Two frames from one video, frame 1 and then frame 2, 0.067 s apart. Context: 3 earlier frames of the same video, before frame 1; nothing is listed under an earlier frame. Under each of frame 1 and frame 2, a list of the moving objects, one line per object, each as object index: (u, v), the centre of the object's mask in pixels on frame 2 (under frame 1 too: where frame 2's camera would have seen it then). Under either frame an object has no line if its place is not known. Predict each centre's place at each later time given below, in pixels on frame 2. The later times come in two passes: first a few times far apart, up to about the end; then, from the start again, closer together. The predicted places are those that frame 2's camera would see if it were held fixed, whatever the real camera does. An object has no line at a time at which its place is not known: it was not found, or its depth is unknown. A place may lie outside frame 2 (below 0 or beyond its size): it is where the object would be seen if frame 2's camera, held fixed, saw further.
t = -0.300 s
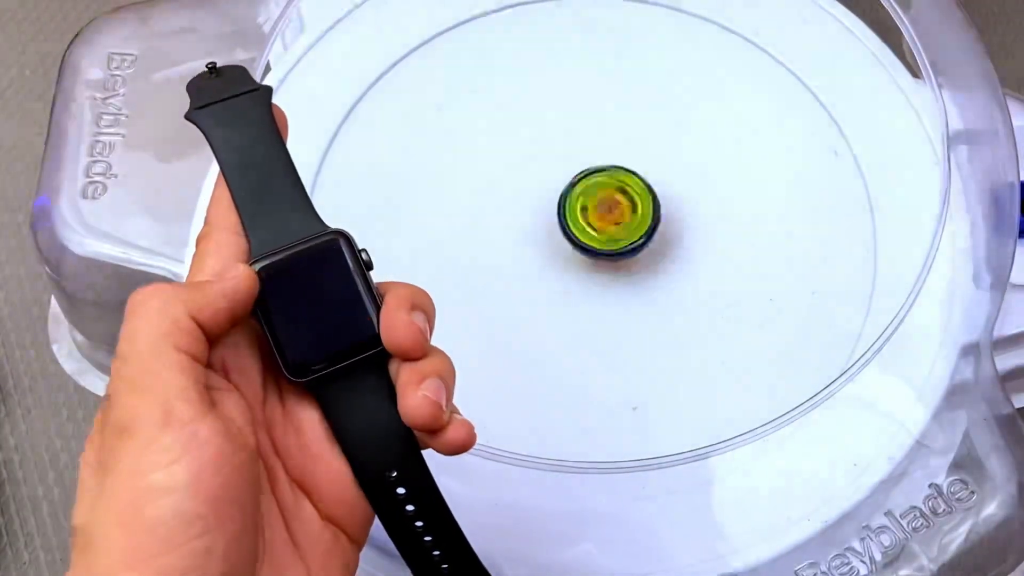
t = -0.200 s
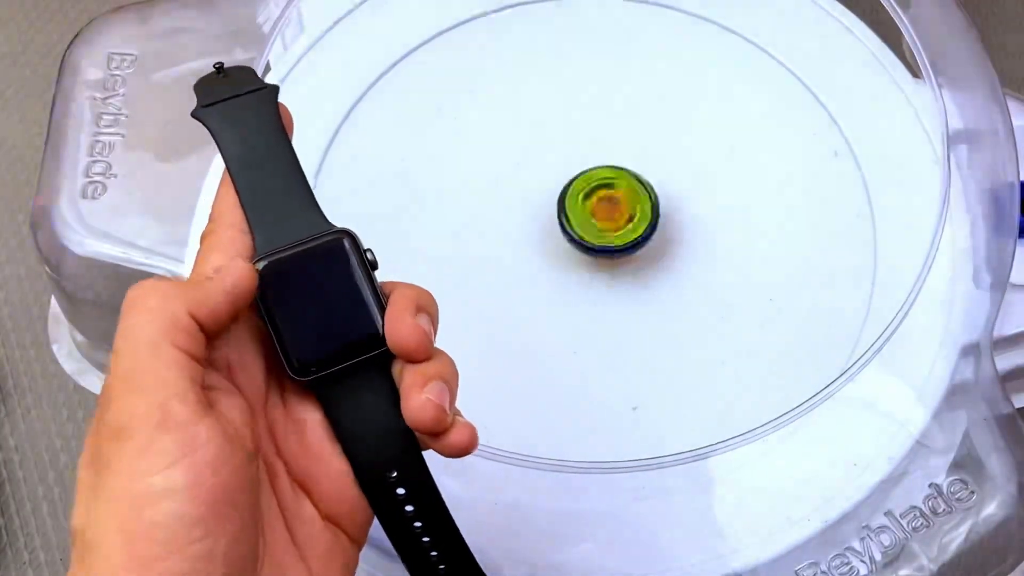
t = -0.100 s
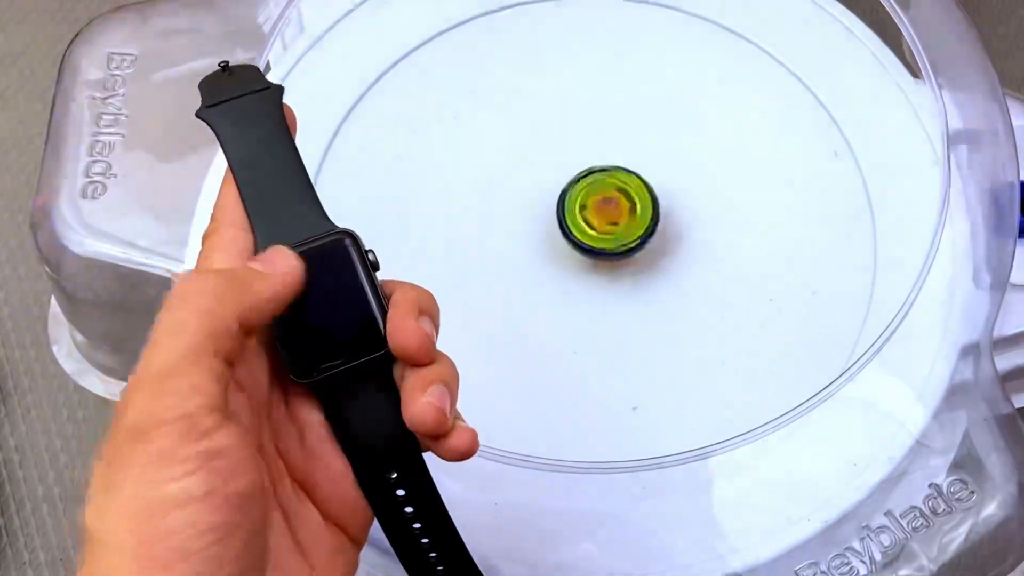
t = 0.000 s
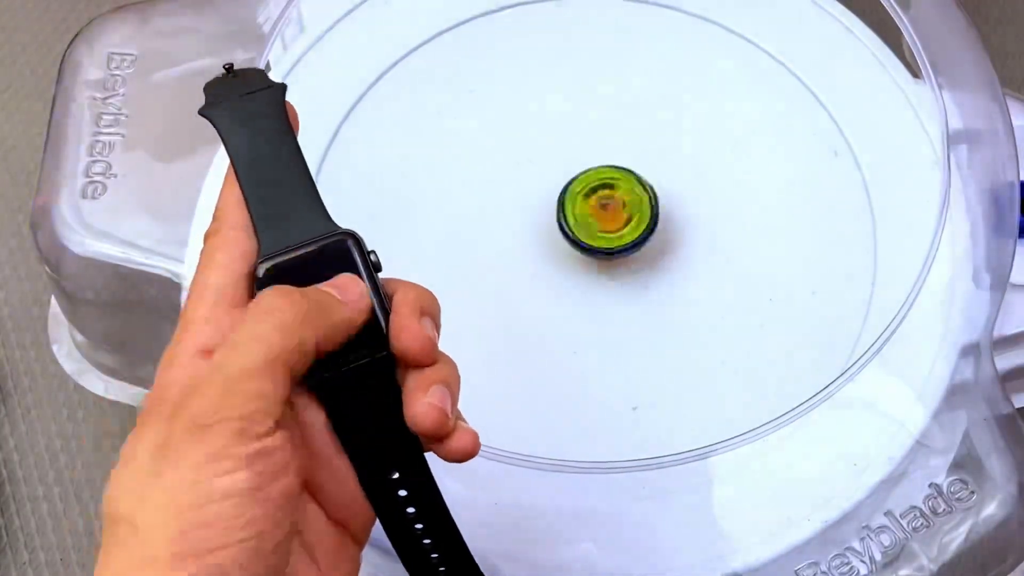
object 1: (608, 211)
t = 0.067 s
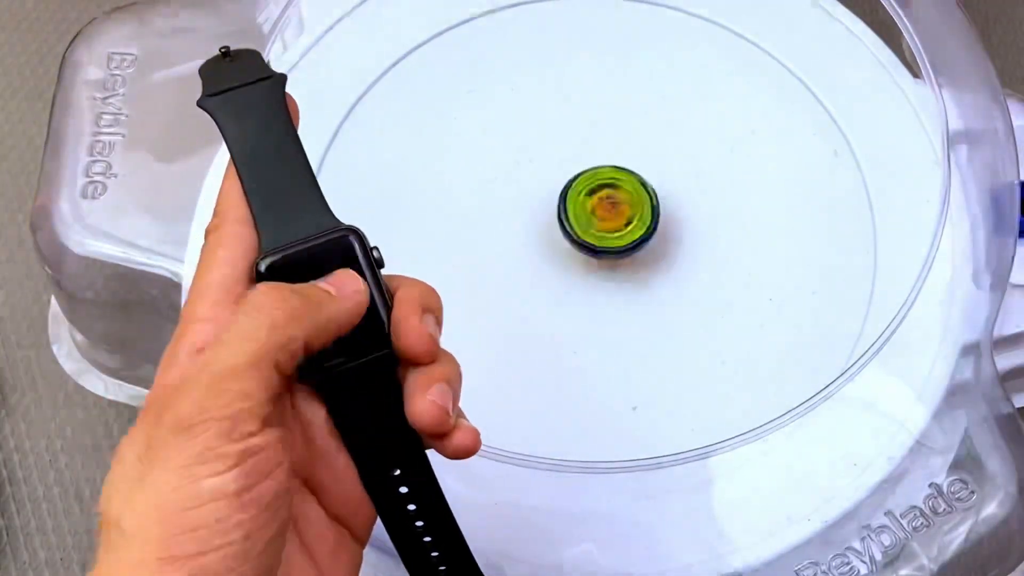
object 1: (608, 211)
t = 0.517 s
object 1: (608, 212)
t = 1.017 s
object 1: (608, 212)
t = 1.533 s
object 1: (608, 212)
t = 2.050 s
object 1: (607, 212)
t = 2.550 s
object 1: (607, 213)
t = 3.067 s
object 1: (608, 211)
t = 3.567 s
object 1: (608, 212)
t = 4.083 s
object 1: (632, 232)
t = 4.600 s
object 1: (601, 210)
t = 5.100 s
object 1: (597, 172)
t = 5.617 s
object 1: (595, 174)
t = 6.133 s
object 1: (580, 175)
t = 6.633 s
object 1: (579, 175)
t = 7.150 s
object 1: (582, 176)
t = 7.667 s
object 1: (589, 176)
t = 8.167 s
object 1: (590, 175)
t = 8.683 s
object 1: (591, 176)
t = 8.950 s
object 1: (589, 176)
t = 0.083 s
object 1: (608, 211)
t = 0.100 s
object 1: (608, 212)
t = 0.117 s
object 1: (608, 212)
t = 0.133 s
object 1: (607, 212)
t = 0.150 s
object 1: (607, 212)
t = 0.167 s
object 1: (607, 212)
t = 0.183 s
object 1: (607, 212)
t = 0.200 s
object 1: (608, 211)
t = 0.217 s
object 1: (608, 211)
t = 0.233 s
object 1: (608, 211)
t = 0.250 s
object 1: (609, 212)
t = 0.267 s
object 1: (608, 212)
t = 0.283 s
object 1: (608, 212)
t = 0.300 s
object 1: (608, 212)
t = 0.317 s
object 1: (608, 212)
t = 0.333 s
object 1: (608, 212)
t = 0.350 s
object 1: (608, 212)
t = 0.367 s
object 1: (608, 212)
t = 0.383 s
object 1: (608, 212)
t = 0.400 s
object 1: (607, 212)
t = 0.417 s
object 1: (608, 211)
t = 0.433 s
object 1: (608, 211)
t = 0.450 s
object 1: (608, 211)
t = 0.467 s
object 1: (608, 212)
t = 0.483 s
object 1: (608, 211)
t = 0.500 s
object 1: (609, 212)
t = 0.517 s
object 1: (608, 212)
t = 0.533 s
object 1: (608, 212)
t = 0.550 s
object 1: (608, 212)
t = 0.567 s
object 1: (608, 212)
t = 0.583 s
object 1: (607, 212)
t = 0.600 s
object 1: (607, 212)
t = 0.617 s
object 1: (607, 212)
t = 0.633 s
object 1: (608, 212)
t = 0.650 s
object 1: (608, 212)
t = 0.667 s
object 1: (608, 212)
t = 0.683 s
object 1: (607, 212)
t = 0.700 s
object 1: (608, 212)
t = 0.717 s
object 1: (608, 212)
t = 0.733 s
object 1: (608, 212)
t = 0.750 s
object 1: (608, 213)
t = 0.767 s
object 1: (608, 212)
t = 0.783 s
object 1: (607, 212)
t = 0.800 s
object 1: (607, 212)
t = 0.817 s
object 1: (607, 212)
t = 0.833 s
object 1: (607, 212)
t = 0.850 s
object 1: (607, 212)
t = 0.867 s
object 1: (607, 211)
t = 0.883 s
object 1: (608, 211)
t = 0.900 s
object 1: (608, 212)
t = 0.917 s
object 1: (608, 212)
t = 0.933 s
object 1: (608, 211)
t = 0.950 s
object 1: (608, 212)
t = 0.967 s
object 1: (608, 212)
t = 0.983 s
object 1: (608, 211)
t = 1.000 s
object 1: (608, 211)
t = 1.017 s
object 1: (608, 212)
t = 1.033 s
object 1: (608, 212)
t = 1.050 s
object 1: (608, 212)
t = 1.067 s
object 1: (608, 212)
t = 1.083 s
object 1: (608, 211)
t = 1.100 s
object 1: (608, 211)
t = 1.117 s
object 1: (608, 211)
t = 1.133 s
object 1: (608, 211)
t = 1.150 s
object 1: (609, 212)
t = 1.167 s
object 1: (609, 212)
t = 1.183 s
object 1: (608, 212)
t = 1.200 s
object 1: (608, 212)
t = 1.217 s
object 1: (608, 212)
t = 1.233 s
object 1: (608, 212)
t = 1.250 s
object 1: (608, 211)
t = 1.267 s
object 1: (608, 212)
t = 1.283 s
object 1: (608, 211)
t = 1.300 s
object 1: (609, 212)
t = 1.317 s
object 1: (609, 212)
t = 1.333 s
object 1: (609, 212)
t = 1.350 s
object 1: (609, 212)
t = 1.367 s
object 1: (609, 212)
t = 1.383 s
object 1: (609, 212)
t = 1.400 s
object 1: (609, 212)
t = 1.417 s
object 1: (608, 212)
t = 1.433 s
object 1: (608, 212)
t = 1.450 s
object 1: (608, 212)
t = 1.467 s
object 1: (608, 212)
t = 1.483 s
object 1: (608, 212)
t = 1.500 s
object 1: (608, 212)
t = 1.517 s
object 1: (608, 212)
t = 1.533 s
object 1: (608, 212)
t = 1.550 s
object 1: (608, 212)
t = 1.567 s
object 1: (609, 212)
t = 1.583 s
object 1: (609, 212)
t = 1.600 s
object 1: (609, 212)
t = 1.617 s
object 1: (608, 212)
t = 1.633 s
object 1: (608, 212)
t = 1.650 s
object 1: (608, 212)
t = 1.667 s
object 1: (608, 212)
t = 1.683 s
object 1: (607, 212)
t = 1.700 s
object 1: (608, 212)
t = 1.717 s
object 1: (607, 212)
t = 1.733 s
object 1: (608, 212)
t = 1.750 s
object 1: (608, 212)
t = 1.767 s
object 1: (608, 212)
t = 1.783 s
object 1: (608, 212)
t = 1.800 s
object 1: (608, 212)
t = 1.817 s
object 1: (608, 213)
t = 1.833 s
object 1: (608, 213)
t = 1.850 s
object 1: (607, 213)
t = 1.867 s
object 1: (607, 213)
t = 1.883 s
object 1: (607, 213)
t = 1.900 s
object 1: (607, 212)
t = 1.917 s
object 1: (607, 212)
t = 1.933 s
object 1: (607, 212)
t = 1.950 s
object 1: (607, 212)
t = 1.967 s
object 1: (608, 212)
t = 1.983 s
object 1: (608, 212)
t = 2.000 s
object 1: (608, 212)
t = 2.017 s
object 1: (608, 212)
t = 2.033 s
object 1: (607, 212)
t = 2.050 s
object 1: (607, 212)
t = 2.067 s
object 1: (607, 212)
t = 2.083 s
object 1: (607, 212)
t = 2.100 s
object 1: (607, 212)
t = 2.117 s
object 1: (607, 211)
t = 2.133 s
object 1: (607, 212)
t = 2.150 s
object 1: (607, 212)
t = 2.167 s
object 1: (607, 212)
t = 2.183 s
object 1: (607, 211)
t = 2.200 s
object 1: (608, 211)
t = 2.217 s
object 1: (608, 211)
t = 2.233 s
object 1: (608, 212)
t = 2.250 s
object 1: (608, 212)
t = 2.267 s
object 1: (608, 212)
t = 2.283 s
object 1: (608, 212)
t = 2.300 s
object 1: (607, 212)
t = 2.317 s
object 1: (607, 212)
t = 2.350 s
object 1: (607, 212)
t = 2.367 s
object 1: (607, 212)
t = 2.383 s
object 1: (607, 212)
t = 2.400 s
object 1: (607, 212)
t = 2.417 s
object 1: (607, 212)
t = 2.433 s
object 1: (607, 212)
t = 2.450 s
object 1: (607, 212)
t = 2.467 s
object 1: (607, 212)
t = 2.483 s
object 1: (607, 212)
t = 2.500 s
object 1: (608, 212)
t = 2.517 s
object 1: (607, 212)
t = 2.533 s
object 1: (607, 213)
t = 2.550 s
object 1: (607, 213)
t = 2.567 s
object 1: (607, 213)
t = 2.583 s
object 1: (607, 212)
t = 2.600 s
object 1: (607, 212)
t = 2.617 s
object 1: (607, 212)
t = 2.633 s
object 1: (607, 212)
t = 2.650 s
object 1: (607, 212)
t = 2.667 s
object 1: (608, 212)
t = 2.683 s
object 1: (608, 212)
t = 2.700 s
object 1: (608, 212)
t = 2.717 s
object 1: (608, 212)
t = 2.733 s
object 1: (608, 212)
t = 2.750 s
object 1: (607, 212)
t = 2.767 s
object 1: (607, 212)
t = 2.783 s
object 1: (607, 212)
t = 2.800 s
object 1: (607, 212)
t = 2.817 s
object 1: (607, 212)
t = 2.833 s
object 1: (608, 212)
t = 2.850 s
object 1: (608, 211)
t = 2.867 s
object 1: (608, 211)
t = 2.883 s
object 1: (608, 211)
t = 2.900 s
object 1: (608, 211)
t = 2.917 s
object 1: (609, 212)
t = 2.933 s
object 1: (609, 212)
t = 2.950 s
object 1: (609, 212)
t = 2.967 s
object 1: (609, 212)
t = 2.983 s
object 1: (608, 212)
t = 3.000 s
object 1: (608, 212)
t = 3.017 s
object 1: (607, 212)
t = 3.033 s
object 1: (607, 211)
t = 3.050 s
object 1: (608, 212)
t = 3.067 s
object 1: (608, 211)
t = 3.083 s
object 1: (608, 211)
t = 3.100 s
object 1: (609, 211)
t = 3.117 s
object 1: (609, 212)
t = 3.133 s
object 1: (609, 212)
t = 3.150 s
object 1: (609, 212)
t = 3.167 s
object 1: (608, 212)
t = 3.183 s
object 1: (608, 212)
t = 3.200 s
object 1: (608, 212)
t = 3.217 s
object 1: (607, 212)
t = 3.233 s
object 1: (607, 212)
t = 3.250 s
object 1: (607, 212)
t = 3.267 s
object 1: (607, 212)
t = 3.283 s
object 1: (607, 212)
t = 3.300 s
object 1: (607, 212)
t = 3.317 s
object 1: (607, 211)
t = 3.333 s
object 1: (608, 212)
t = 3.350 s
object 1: (608, 212)
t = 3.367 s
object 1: (608, 212)
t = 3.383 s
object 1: (609, 212)
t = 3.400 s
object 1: (609, 212)
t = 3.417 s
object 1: (608, 212)
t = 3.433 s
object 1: (608, 212)
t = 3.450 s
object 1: (608, 213)
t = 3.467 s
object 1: (607, 212)
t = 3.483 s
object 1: (607, 212)
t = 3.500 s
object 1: (607, 212)
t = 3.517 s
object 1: (607, 212)
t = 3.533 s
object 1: (608, 212)
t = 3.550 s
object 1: (608, 212)
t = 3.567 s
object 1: (608, 212)
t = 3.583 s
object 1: (609, 212)
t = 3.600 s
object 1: (609, 212)
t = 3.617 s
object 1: (609, 212)
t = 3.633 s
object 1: (609, 212)
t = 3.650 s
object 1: (609, 213)
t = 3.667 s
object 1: (609, 213)
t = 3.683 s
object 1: (609, 213)
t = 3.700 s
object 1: (608, 213)
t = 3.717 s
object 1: (607, 213)
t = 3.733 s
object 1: (607, 213)
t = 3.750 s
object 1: (607, 213)
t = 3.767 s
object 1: (606, 212)
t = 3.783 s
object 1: (606, 212)
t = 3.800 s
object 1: (607, 211)
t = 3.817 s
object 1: (607, 211)
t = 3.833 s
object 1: (607, 210)
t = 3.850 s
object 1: (608, 210)
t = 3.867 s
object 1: (609, 209)
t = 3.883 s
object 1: (611, 208)
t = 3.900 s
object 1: (613, 208)
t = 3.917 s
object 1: (615, 208)
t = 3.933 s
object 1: (618, 209)
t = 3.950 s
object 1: (621, 210)
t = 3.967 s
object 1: (624, 213)
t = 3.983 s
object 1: (627, 217)
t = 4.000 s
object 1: (628, 220)
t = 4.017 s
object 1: (630, 222)
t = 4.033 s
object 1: (631, 224)
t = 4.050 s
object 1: (632, 226)
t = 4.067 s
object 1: (632, 229)
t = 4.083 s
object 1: (632, 232)
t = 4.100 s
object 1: (632, 232)
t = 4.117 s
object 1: (632, 232)
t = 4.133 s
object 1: (632, 233)
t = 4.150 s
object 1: (632, 236)
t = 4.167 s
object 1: (631, 239)
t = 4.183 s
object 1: (629, 240)
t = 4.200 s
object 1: (627, 241)
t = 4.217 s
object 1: (625, 241)
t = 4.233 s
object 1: (623, 242)
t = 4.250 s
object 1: (621, 243)
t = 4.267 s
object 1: (619, 245)
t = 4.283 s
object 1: (616, 246)
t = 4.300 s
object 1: (613, 247)
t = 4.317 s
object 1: (610, 246)
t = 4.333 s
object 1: (607, 246)
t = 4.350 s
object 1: (605, 245)
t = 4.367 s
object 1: (603, 245)
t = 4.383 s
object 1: (601, 245)
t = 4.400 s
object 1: (600, 243)
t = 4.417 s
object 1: (600, 242)
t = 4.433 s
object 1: (600, 240)
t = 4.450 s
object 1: (600, 237)
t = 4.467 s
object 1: (600, 233)
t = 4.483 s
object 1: (601, 232)
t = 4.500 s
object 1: (601, 227)
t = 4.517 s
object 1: (602, 224)
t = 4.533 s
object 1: (601, 220)
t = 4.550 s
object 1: (601, 216)
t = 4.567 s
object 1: (601, 214)
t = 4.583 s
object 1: (601, 212)
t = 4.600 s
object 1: (601, 210)
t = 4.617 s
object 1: (600, 208)
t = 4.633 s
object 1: (600, 207)
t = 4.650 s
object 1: (599, 204)
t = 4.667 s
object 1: (598, 202)
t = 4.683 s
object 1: (597, 199)
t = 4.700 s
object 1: (597, 198)
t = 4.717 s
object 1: (597, 197)
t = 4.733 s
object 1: (597, 194)
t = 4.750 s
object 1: (597, 192)
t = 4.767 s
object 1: (597, 190)
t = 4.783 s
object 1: (596, 187)
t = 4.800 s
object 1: (595, 184)
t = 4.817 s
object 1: (594, 183)
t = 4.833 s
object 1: (595, 182)
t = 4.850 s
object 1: (595, 181)
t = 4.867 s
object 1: (597, 180)
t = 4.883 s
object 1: (598, 179)
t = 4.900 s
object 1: (599, 178)
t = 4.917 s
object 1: (600, 177)
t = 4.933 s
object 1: (600, 175)
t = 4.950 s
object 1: (600, 173)
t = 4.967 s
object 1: (599, 172)
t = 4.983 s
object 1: (599, 170)
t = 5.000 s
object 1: (599, 170)
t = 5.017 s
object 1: (599, 169)
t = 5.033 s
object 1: (599, 168)
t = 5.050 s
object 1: (598, 168)
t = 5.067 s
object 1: (598, 169)
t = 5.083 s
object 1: (598, 170)
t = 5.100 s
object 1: (597, 172)
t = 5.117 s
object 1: (595, 173)
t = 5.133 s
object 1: (593, 174)
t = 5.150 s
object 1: (591, 175)
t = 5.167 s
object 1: (588, 176)
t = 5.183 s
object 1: (585, 177)
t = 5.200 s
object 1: (582, 177)
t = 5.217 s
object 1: (579, 176)
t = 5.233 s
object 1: (577, 176)
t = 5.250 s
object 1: (575, 175)
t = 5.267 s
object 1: (573, 174)
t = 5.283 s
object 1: (571, 173)
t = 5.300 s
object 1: (570, 172)
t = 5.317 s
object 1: (569, 172)
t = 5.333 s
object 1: (568, 171)
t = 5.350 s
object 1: (568, 170)
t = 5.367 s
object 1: (568, 171)
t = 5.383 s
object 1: (569, 171)
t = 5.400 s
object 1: (569, 172)
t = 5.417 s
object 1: (571, 173)
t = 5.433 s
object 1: (572, 173)
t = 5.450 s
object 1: (574, 174)
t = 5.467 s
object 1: (576, 175)
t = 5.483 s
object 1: (578, 176)
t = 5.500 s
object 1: (580, 176)
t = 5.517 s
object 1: (583, 177)
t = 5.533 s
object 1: (585, 177)
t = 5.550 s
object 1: (588, 177)
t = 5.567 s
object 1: (590, 176)
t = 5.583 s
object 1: (592, 175)
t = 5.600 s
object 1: (594, 175)
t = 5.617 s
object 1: (595, 174)
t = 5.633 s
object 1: (596, 174)
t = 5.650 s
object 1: (597, 173)
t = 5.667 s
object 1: (597, 173)
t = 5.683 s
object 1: (597, 173)
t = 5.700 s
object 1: (596, 174)
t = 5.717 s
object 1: (595, 174)
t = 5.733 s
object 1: (594, 174)
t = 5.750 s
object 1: (592, 175)
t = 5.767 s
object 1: (590, 175)
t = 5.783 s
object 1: (587, 176)
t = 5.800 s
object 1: (585, 175)
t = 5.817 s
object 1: (583, 176)
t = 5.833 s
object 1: (581, 176)
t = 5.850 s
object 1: (579, 175)
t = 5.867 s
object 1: (578, 175)
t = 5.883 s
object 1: (576, 174)
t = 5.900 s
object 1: (575, 174)
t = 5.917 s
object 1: (574, 174)
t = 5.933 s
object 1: (574, 173)
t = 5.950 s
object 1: (573, 173)
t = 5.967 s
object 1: (573, 173)
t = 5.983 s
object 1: (573, 173)
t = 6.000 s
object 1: (573, 173)
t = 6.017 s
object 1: (573, 173)
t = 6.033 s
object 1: (574, 173)
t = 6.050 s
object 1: (575, 173)
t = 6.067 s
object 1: (575, 174)
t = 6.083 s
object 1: (576, 174)
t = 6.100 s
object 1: (577, 175)
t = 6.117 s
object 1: (579, 175)
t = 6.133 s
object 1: (580, 175)
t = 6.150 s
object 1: (582, 176)
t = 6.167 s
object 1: (584, 176)
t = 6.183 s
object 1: (586, 176)
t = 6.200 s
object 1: (588, 176)
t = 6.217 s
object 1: (590, 176)
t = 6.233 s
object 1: (592, 175)
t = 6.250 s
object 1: (593, 174)
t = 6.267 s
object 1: (594, 174)
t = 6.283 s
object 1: (595, 174)
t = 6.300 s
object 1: (595, 174)
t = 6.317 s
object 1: (595, 174)
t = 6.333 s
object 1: (594, 174)
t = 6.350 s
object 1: (593, 175)
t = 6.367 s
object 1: (591, 175)
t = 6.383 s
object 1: (589, 176)
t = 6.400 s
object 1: (588, 176)
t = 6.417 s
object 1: (585, 175)
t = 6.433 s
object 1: (584, 176)
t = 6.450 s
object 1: (582, 176)
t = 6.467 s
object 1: (581, 175)
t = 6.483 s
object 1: (580, 175)
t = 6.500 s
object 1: (579, 175)
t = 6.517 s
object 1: (578, 174)
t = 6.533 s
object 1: (577, 174)
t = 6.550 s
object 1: (577, 174)
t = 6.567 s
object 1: (577, 174)
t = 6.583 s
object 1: (577, 174)
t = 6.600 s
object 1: (578, 174)
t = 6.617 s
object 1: (578, 174)
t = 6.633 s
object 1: (579, 175)
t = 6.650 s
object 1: (580, 175)
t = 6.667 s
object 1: (581, 175)
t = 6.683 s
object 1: (582, 176)
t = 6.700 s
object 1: (584, 175)
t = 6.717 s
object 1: (585, 176)
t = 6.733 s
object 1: (587, 176)
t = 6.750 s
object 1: (589, 176)
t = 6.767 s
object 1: (590, 175)
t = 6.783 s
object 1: (592, 175)
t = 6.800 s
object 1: (592, 175)
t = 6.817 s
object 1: (593, 175)
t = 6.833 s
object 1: (593, 175)
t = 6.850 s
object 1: (593, 175)
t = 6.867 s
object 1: (593, 175)
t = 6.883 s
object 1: (592, 175)
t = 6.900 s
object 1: (591, 176)
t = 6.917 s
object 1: (590, 176)
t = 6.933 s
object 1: (588, 176)
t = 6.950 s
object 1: (587, 176)
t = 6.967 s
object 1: (585, 176)
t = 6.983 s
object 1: (584, 176)
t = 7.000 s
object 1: (583, 175)
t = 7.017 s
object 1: (582, 175)
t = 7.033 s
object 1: (581, 175)
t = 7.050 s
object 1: (581, 175)
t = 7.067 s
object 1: (581, 175)
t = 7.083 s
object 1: (581, 175)
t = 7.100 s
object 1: (581, 175)
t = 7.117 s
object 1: (581, 175)
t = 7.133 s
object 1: (582, 175)
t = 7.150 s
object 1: (582, 176)
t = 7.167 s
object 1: (583, 176)
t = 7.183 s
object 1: (585, 176)
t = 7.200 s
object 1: (586, 176)
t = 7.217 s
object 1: (587, 176)
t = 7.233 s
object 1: (588, 176)
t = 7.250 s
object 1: (590, 176)
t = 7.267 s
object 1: (591, 176)
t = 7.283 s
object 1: (592, 175)
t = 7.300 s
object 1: (592, 175)
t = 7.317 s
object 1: (592, 175)
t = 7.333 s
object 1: (592, 175)
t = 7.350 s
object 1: (591, 175)
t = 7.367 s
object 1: (590, 175)
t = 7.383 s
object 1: (589, 176)
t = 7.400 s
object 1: (588, 175)
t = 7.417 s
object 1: (587, 175)
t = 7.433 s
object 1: (586, 175)
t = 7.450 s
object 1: (585, 175)
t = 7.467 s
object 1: (584, 175)
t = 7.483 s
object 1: (583, 175)
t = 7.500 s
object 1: (583, 175)
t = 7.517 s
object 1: (583, 175)
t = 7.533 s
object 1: (583, 175)
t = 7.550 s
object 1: (583, 175)
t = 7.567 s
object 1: (584, 175)
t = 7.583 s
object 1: (585, 175)
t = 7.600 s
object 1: (585, 175)
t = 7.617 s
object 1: (586, 175)
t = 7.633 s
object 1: (587, 175)
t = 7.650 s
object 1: (588, 176)
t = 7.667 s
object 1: (589, 176)
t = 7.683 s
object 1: (590, 175)
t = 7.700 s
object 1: (591, 175)
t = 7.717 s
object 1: (591, 175)
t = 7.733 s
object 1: (591, 175)
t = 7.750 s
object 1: (591, 175)
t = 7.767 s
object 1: (590, 176)
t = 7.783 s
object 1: (589, 176)
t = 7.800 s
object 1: (588, 176)
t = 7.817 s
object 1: (587, 175)
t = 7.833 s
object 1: (586, 175)
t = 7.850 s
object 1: (585, 175)
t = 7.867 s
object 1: (585, 175)
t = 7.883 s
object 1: (584, 175)
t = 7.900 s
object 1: (584, 175)
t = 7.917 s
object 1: (583, 175)
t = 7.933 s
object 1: (583, 175)
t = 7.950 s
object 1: (584, 175)
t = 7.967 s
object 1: (584, 175)
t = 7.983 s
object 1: (585, 175)
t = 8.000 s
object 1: (585, 175)
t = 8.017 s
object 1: (586, 175)
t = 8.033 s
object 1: (587, 175)
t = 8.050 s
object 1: (588, 175)
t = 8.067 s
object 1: (589, 176)
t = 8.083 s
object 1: (590, 175)
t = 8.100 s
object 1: (591, 175)
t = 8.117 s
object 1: (591, 175)
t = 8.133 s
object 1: (591, 175)
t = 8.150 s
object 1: (591, 175)
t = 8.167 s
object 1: (590, 175)
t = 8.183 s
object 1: (589, 175)
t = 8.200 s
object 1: (588, 176)
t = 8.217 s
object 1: (587, 175)
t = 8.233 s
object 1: (587, 175)
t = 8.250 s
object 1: (586, 175)
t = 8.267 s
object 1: (585, 175)
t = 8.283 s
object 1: (585, 175)
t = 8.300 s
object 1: (585, 175)
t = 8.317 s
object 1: (585, 175)
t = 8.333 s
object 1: (585, 175)
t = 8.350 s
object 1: (584, 175)
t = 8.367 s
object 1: (584, 175)
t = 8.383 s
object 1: (584, 175)
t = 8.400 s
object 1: (584, 175)
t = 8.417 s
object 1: (584, 175)
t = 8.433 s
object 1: (584, 175)
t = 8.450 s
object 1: (585, 175)
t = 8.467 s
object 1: (584, 175)
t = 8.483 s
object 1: (585, 175)
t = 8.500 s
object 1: (585, 175)
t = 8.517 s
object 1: (585, 175)
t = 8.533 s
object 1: (585, 175)
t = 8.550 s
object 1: (586, 175)
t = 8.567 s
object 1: (586, 176)
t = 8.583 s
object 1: (587, 176)
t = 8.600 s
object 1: (588, 176)
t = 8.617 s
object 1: (589, 176)
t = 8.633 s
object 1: (589, 176)
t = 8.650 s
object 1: (590, 176)
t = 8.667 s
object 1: (591, 176)
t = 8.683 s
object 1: (591, 176)
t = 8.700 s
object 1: (591, 176)
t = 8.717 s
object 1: (590, 176)
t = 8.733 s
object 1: (590, 176)
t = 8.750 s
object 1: (589, 176)
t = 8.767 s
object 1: (588, 176)
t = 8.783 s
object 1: (587, 176)
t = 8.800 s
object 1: (587, 176)
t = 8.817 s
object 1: (587, 176)
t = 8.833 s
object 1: (587, 176)
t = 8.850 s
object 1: (587, 176)
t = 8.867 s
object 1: (587, 176)
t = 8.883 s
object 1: (587, 176)
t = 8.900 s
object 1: (587, 176)
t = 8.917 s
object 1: (588, 176)
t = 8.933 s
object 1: (588, 176)
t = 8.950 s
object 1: (589, 176)
